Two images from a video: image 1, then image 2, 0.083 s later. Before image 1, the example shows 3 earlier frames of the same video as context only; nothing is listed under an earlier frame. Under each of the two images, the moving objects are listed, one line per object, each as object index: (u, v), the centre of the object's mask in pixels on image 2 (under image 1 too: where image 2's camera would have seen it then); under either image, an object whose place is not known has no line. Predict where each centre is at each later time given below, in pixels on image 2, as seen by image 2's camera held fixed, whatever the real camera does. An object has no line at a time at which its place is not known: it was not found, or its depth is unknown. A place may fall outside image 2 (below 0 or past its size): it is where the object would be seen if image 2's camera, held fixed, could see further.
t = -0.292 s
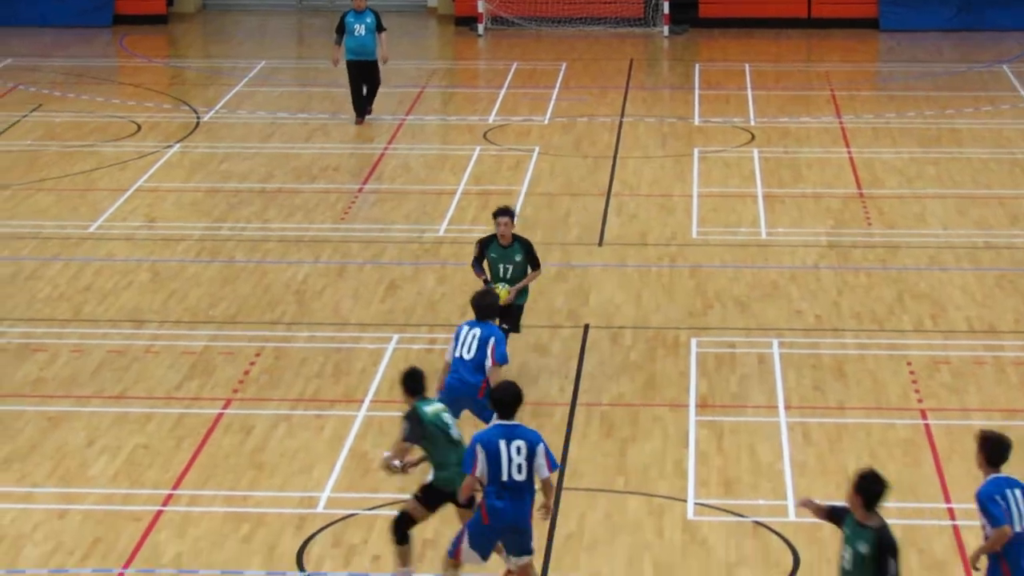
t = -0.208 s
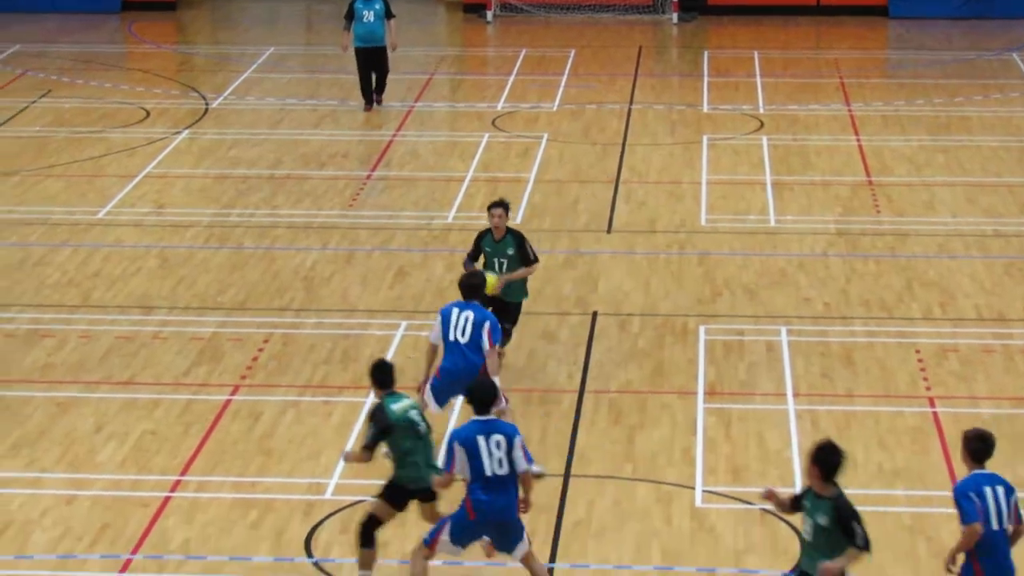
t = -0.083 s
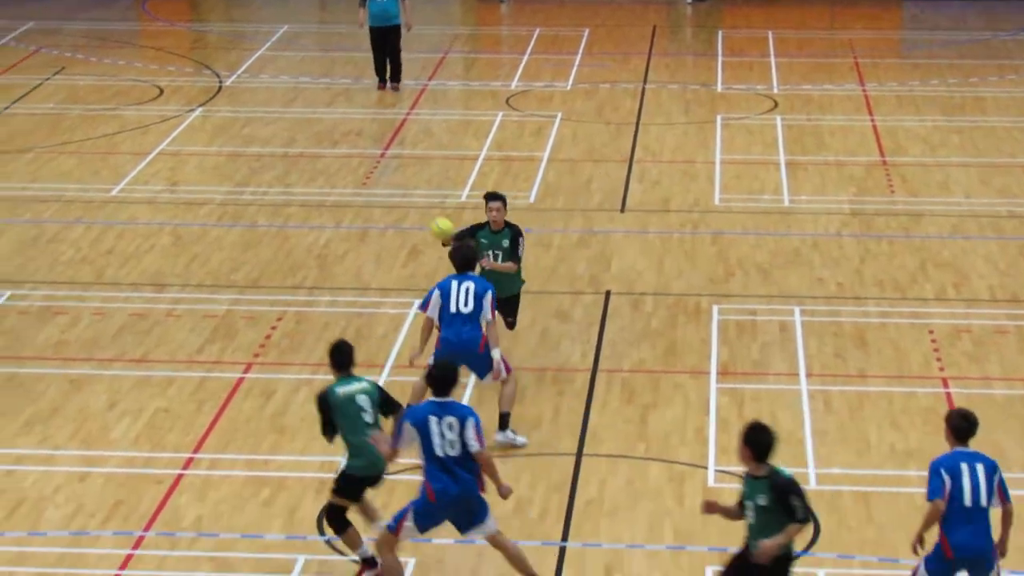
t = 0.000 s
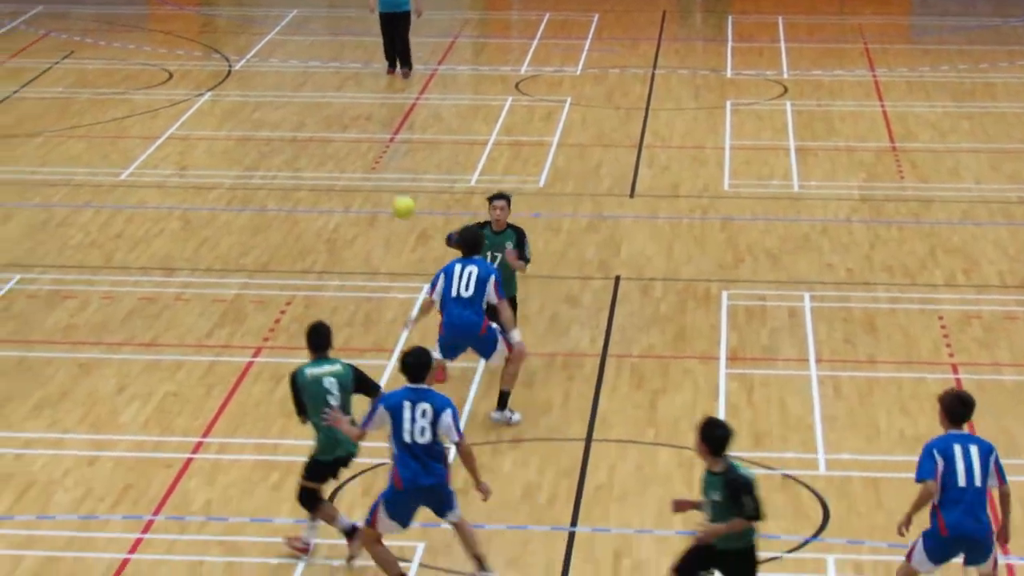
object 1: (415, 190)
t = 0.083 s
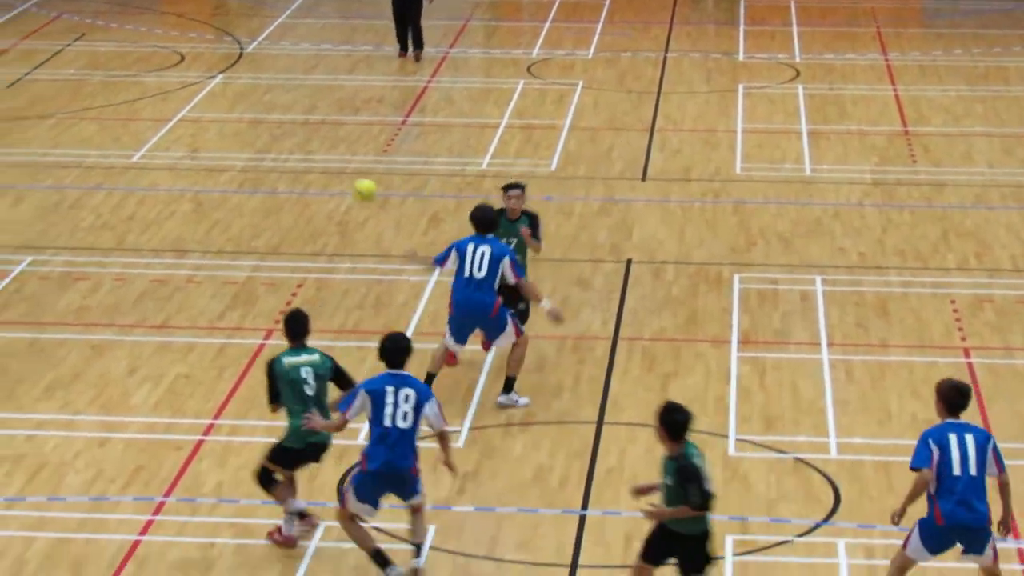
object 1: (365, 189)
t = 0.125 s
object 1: (338, 192)
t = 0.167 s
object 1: (311, 198)
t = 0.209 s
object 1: (283, 205)
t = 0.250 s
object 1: (254, 214)
